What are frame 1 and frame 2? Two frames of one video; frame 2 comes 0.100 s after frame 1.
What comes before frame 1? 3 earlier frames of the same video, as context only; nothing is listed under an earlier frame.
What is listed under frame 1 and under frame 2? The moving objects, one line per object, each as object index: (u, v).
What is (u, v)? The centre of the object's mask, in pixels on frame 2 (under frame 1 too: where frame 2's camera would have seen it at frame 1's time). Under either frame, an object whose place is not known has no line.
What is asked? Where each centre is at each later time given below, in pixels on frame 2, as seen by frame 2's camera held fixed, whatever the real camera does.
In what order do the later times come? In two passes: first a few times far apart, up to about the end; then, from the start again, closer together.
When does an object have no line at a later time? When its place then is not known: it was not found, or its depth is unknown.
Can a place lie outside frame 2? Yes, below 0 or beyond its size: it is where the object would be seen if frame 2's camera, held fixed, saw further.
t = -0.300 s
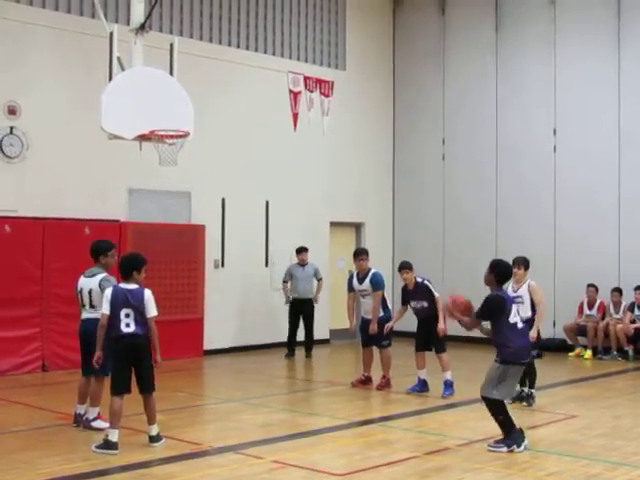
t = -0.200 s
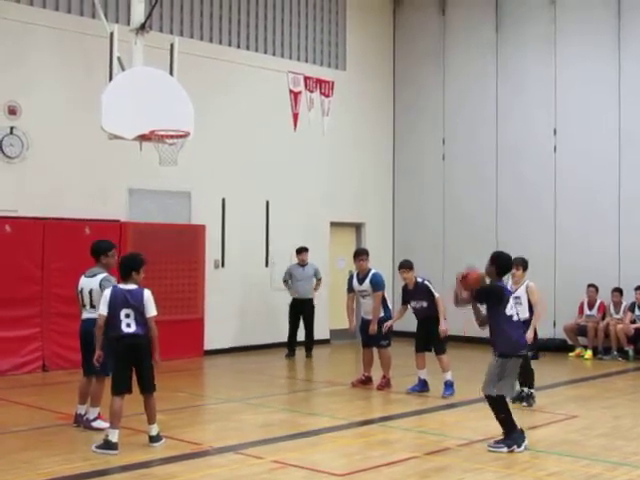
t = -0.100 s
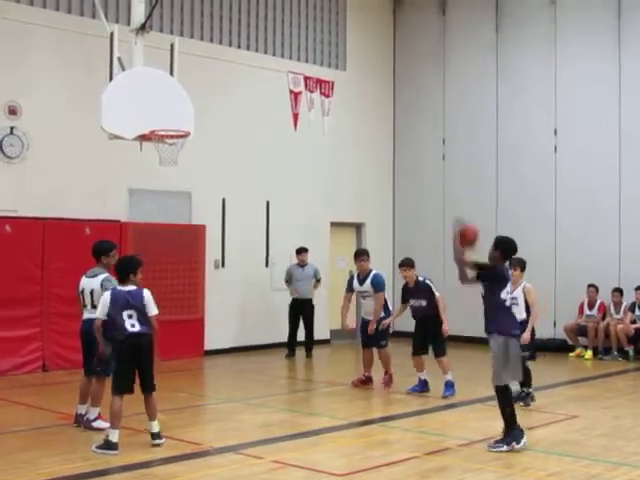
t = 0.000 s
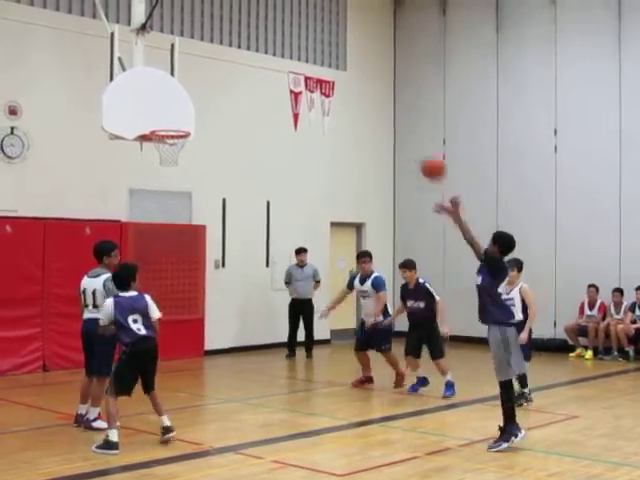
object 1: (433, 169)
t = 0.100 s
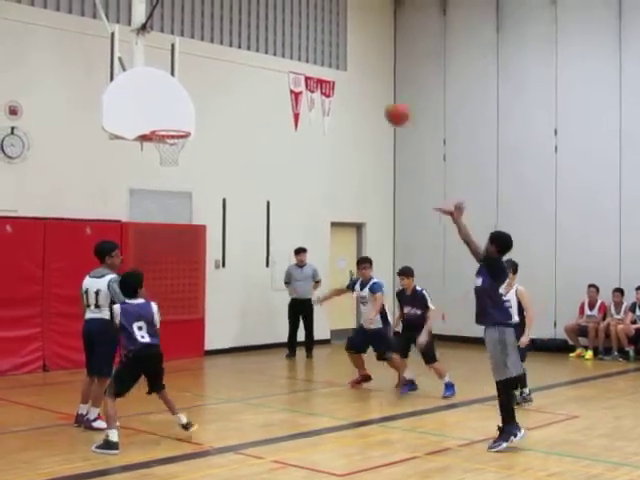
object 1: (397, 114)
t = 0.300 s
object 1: (330, 42)
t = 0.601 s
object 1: (245, 19)
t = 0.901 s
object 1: (173, 74)
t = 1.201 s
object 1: (122, 145)
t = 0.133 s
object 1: (385, 99)
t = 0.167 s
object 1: (373, 85)
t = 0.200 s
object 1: (363, 73)
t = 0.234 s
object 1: (352, 61)
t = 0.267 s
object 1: (342, 51)
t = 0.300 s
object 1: (330, 42)
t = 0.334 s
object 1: (322, 36)
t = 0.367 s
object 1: (310, 29)
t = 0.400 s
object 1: (300, 25)
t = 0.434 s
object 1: (292, 22)
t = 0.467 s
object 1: (283, 20)
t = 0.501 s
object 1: (272, 17)
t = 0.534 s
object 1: (263, 16)
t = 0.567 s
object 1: (255, 17)
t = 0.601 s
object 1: (245, 19)
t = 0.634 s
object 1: (237, 21)
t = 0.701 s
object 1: (220, 27)
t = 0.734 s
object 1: (213, 34)
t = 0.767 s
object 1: (203, 41)
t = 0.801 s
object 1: (195, 48)
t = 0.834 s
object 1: (188, 56)
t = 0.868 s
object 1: (182, 64)
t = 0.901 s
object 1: (173, 74)
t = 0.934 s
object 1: (165, 85)
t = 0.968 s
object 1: (158, 96)
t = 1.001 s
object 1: (150, 108)
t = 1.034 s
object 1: (143, 121)
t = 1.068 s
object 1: (139, 132)
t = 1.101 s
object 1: (135, 135)
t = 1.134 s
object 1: (129, 137)
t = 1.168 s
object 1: (126, 141)
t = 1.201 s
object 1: (122, 145)
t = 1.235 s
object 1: (119, 150)
